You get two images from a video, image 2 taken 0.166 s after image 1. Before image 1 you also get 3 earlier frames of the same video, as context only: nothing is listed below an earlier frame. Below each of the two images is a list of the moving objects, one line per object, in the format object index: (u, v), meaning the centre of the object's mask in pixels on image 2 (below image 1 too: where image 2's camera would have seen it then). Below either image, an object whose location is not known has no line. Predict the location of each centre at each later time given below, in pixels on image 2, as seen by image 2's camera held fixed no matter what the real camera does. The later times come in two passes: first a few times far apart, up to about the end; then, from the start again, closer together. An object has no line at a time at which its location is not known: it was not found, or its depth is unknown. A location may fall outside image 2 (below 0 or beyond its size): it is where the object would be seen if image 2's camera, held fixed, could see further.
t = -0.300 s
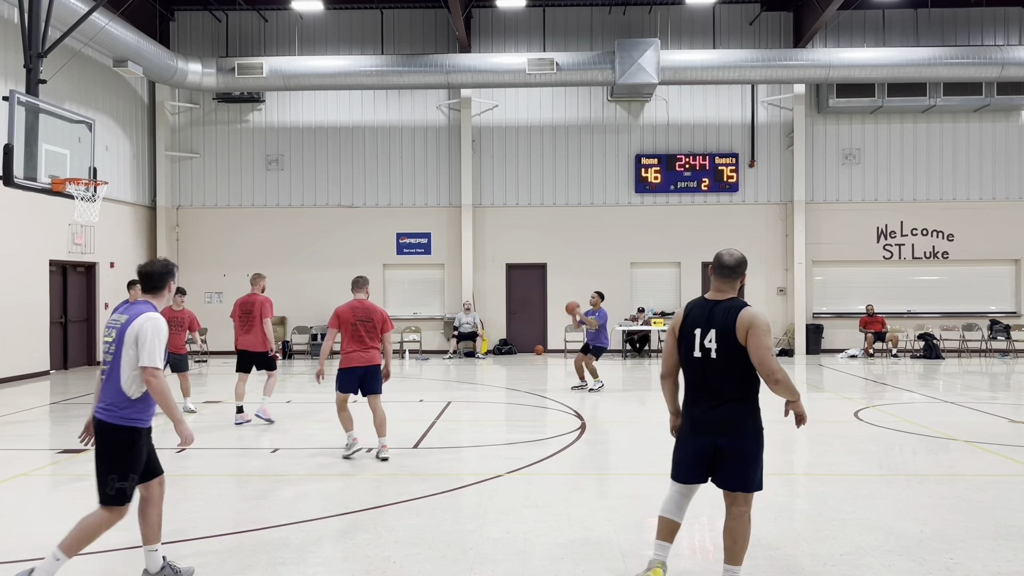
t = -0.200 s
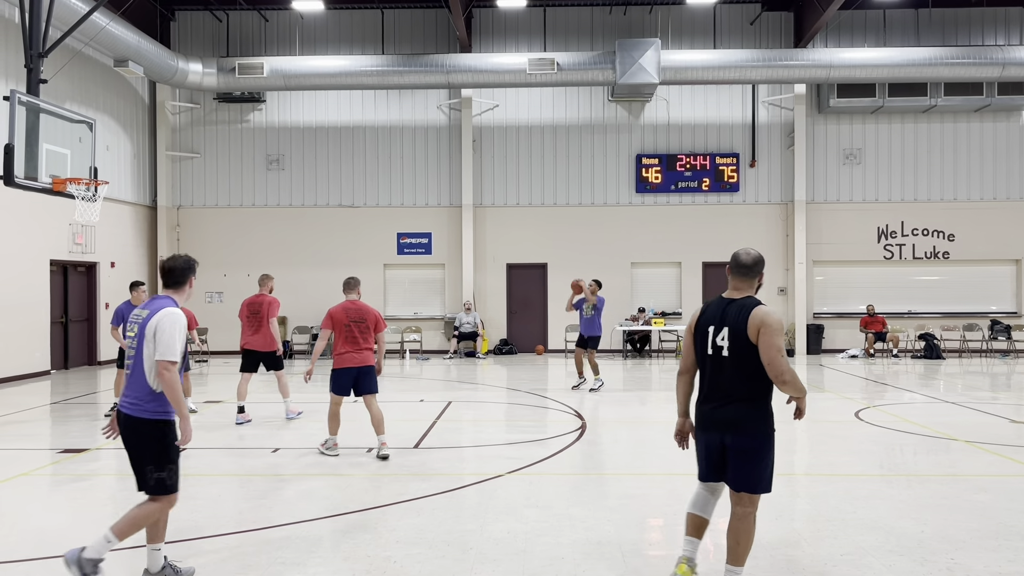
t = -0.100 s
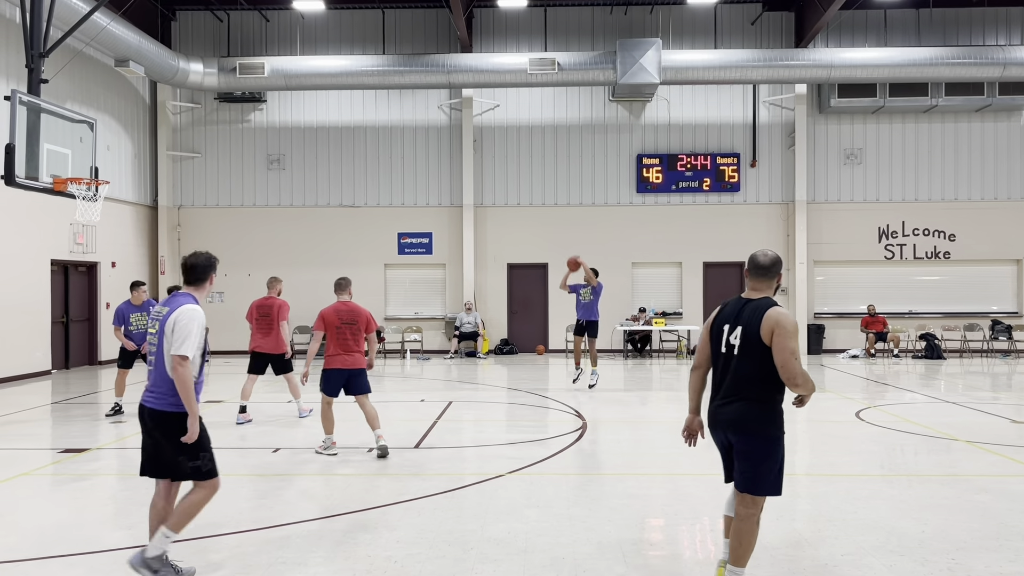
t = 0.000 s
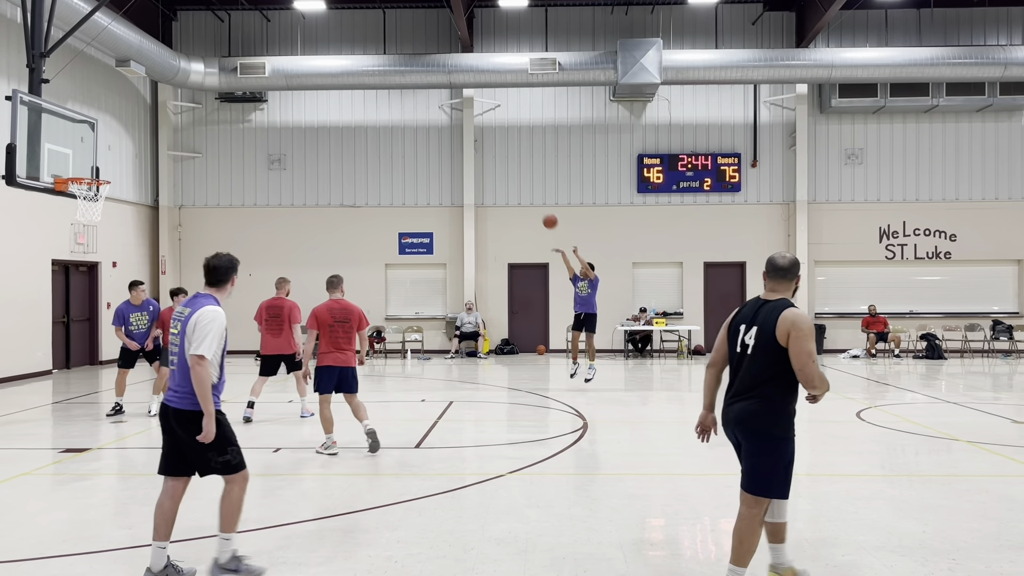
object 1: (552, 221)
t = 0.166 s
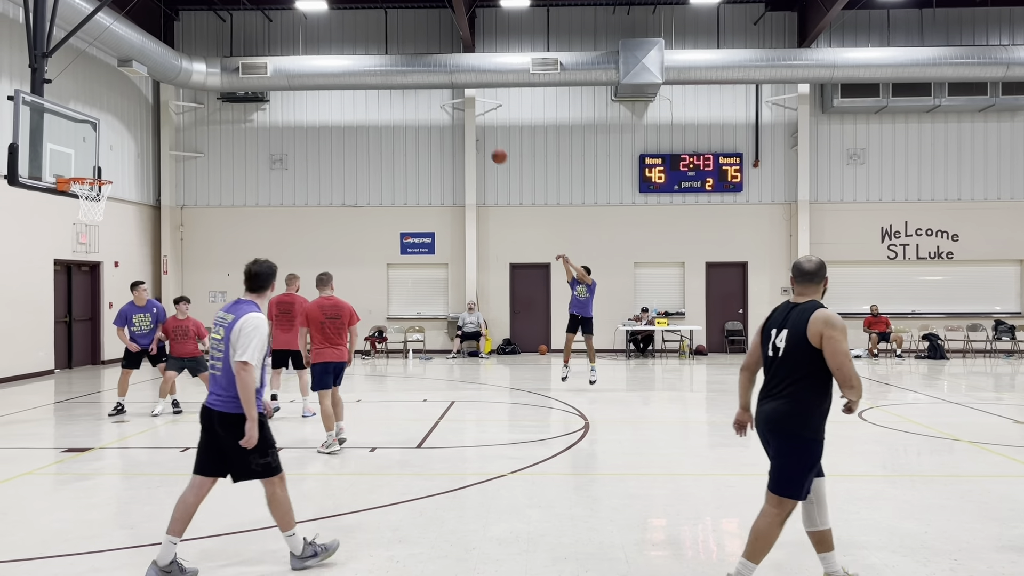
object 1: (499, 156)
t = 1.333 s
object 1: (98, 178)
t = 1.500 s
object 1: (99, 189)
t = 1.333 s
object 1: (98, 178)
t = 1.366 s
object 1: (98, 179)
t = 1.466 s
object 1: (97, 186)
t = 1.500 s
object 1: (99, 189)
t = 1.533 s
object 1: (108, 196)
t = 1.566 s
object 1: (105, 203)
